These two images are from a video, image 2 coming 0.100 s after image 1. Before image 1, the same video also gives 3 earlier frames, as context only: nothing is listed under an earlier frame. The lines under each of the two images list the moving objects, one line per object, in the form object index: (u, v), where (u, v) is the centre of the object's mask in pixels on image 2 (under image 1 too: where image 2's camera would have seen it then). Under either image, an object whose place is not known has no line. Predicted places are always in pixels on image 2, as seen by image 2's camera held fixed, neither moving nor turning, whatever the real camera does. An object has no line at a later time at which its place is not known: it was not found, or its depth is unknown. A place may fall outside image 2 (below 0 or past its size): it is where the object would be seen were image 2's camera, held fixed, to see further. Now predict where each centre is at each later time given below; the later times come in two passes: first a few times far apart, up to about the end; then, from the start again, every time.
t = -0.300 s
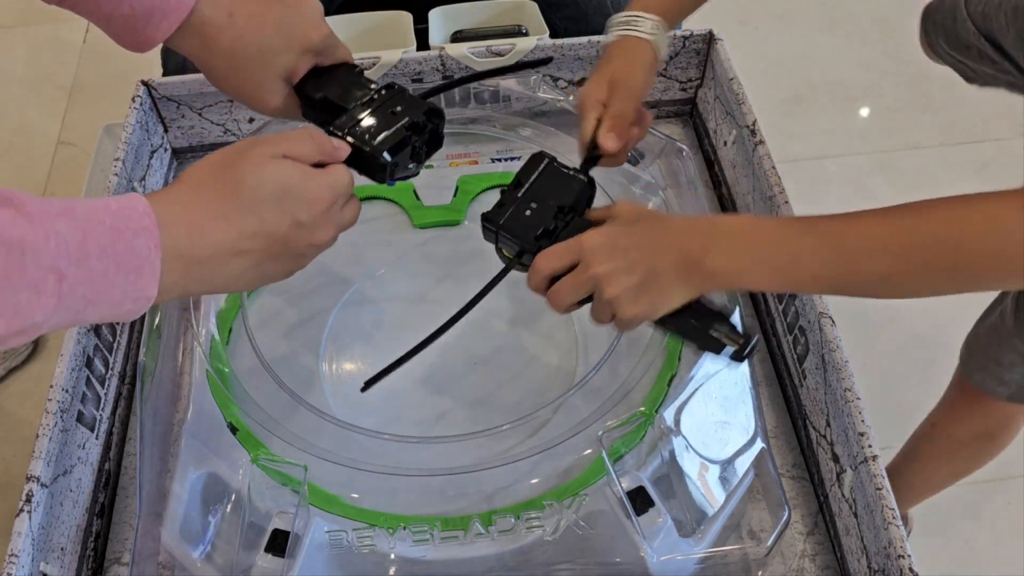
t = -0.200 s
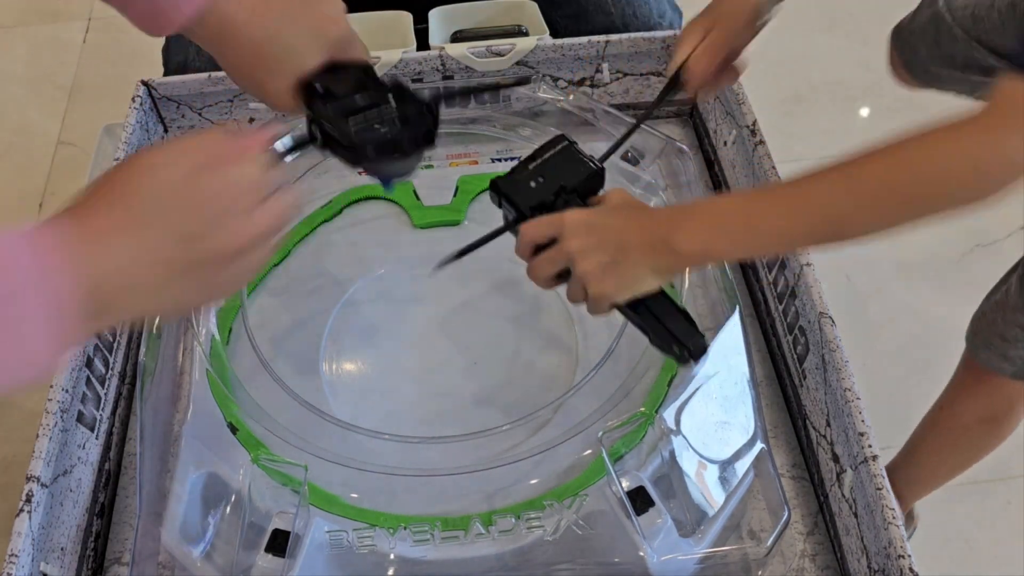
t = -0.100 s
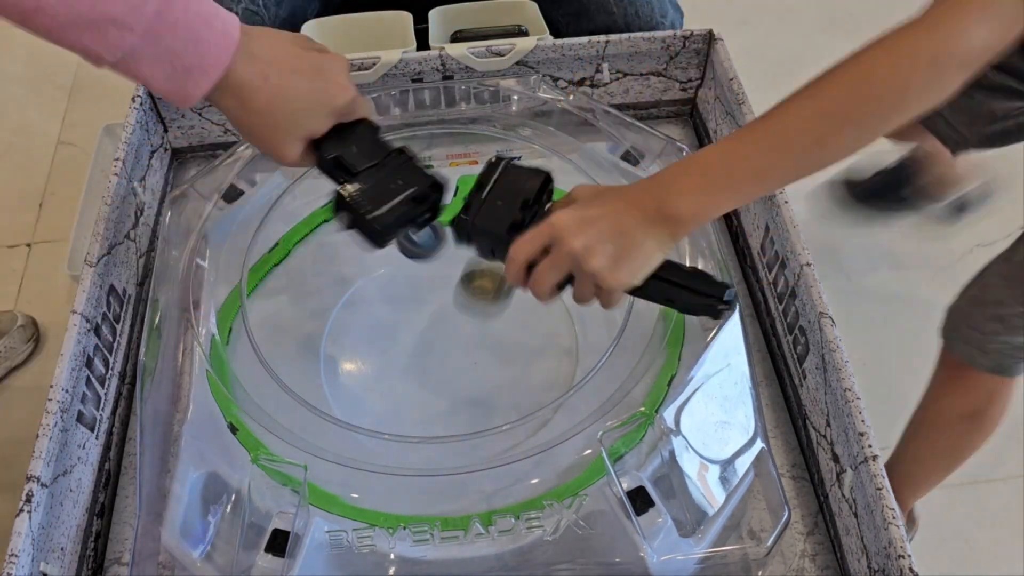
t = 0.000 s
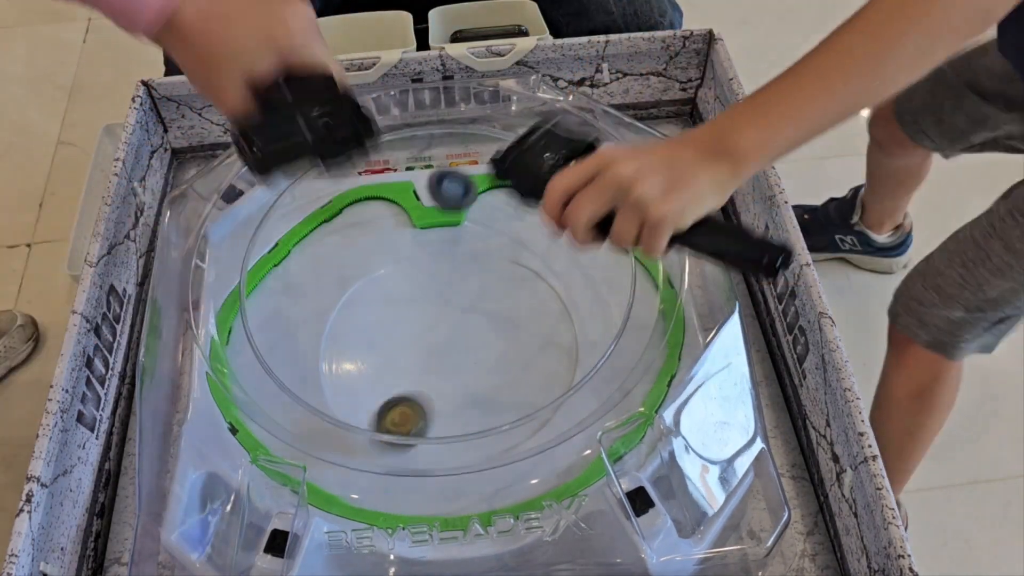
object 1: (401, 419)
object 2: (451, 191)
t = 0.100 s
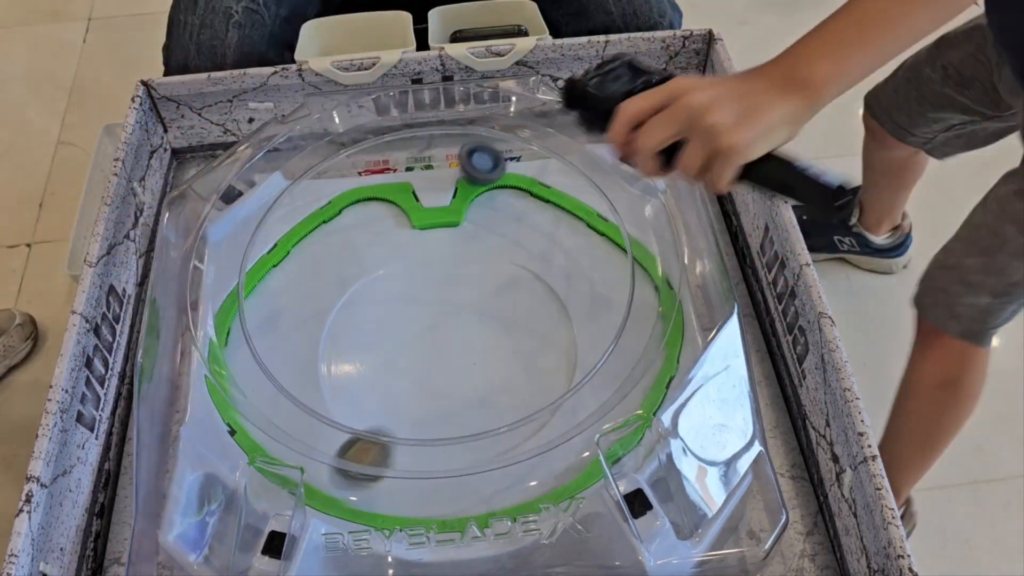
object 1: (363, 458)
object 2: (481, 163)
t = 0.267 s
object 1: (502, 386)
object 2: (527, 199)
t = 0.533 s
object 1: (491, 317)
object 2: (569, 240)
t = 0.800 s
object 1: (355, 393)
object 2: (545, 198)
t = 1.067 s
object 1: (325, 444)
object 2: (473, 212)
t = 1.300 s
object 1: (308, 435)
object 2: (464, 298)
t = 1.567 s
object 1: (274, 401)
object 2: (464, 389)
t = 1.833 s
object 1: (250, 348)
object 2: (506, 364)
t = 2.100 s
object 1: (248, 291)
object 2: (512, 261)
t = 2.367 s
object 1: (275, 257)
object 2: (473, 221)
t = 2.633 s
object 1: (308, 233)
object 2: (447, 341)
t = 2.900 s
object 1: (364, 231)
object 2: (482, 439)
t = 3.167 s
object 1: (406, 250)
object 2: (533, 338)
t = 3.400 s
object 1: (439, 300)
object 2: (471, 251)
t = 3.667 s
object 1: (526, 331)
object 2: (316, 366)
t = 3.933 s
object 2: (538, 391)
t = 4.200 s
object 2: (352, 401)
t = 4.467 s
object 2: (506, 268)
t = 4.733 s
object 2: (614, 313)
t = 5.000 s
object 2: (406, 437)
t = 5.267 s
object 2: (344, 358)
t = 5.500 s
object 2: (491, 238)
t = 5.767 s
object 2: (526, 202)
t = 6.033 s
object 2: (417, 244)
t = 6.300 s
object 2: (331, 347)
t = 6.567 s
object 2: (451, 384)
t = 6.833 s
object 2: (549, 258)
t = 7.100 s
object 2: (481, 197)
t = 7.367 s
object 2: (525, 218)
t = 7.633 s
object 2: (556, 216)
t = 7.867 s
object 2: (559, 213)
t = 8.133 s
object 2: (566, 231)
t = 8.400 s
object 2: (603, 257)
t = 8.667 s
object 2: (453, 305)
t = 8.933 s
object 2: (505, 267)
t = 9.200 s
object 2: (479, 346)
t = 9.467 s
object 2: (490, 401)
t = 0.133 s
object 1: (393, 436)
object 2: (490, 155)
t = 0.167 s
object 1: (424, 417)
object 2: (499, 165)
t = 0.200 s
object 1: (454, 410)
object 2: (509, 175)
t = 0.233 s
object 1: (482, 408)
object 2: (518, 190)
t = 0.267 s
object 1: (502, 386)
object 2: (527, 199)
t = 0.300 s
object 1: (519, 365)
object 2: (535, 210)
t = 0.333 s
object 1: (534, 351)
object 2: (541, 222)
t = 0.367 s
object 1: (542, 333)
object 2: (547, 233)
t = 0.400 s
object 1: (545, 317)
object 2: (551, 243)
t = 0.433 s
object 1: (543, 304)
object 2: (553, 253)
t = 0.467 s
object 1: (530, 305)
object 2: (559, 250)
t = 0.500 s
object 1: (511, 312)
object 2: (564, 247)
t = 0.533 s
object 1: (491, 317)
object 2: (569, 240)
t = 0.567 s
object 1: (470, 323)
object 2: (572, 235)
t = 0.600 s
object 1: (448, 329)
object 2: (574, 229)
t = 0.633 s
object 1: (428, 337)
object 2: (576, 222)
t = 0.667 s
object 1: (409, 346)
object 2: (576, 215)
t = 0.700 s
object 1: (392, 356)
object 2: (575, 207)
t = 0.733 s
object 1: (378, 368)
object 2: (571, 201)
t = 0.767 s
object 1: (365, 381)
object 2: (558, 200)
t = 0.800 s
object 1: (355, 393)
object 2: (545, 198)
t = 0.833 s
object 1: (348, 403)
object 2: (531, 195)
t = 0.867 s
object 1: (350, 406)
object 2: (518, 192)
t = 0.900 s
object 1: (349, 416)
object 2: (505, 188)
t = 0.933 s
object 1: (347, 424)
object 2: (492, 185)
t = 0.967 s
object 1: (343, 431)
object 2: (484, 186)
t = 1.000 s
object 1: (340, 434)
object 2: (478, 193)
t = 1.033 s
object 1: (332, 440)
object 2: (474, 202)
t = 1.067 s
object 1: (325, 444)
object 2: (473, 212)
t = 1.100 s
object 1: (317, 447)
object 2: (473, 222)
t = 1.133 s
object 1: (310, 449)
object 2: (473, 233)
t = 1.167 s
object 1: (304, 448)
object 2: (472, 244)
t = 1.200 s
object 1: (303, 446)
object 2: (471, 256)
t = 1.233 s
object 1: (306, 441)
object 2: (469, 269)
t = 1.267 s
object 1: (308, 438)
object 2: (467, 283)
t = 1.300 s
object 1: (308, 435)
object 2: (464, 298)
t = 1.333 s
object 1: (306, 431)
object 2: (462, 312)
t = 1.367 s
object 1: (302, 428)
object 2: (460, 327)
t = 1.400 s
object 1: (297, 424)
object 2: (458, 340)
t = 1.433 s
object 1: (293, 421)
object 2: (457, 353)
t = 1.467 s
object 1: (288, 416)
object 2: (457, 365)
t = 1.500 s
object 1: (283, 411)
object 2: (458, 375)
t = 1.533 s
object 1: (279, 406)
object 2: (460, 383)
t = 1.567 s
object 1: (274, 401)
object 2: (464, 389)
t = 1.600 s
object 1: (270, 395)
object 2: (468, 394)
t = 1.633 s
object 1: (266, 389)
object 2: (472, 396)
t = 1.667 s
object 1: (262, 383)
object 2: (478, 396)
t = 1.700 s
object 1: (260, 376)
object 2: (483, 393)
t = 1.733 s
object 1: (256, 369)
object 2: (489, 389)
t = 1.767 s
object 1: (254, 362)
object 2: (495, 382)
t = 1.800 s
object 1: (252, 355)
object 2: (501, 374)
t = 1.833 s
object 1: (250, 348)
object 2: (506, 364)
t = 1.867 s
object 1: (244, 337)
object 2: (511, 352)
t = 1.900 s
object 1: (243, 330)
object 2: (515, 340)
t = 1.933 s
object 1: (242, 323)
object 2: (517, 327)
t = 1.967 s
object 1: (240, 316)
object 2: (518, 314)
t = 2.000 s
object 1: (239, 307)
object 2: (519, 300)
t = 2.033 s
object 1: (246, 297)
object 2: (518, 287)
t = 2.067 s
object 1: (247, 295)
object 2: (516, 274)
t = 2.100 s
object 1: (248, 291)
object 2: (512, 261)
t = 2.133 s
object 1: (248, 285)
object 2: (506, 248)
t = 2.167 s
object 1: (254, 282)
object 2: (498, 238)
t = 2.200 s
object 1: (259, 278)
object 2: (490, 229)
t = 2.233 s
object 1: (265, 274)
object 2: (484, 221)
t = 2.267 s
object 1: (263, 269)
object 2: (479, 215)
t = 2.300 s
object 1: (268, 265)
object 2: (476, 213)
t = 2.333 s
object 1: (272, 261)
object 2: (474, 215)
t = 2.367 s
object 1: (275, 257)
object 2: (473, 221)
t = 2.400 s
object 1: (278, 253)
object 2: (472, 230)
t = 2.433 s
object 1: (281, 249)
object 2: (470, 241)
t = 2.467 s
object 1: (285, 246)
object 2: (467, 253)
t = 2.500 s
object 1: (289, 242)
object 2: (462, 268)
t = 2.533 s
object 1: (293, 240)
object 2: (457, 285)
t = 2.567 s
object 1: (297, 237)
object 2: (452, 303)
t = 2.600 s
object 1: (302, 235)
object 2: (449, 322)
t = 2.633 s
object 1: (308, 233)
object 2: (447, 341)
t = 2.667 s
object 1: (313, 232)
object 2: (447, 359)
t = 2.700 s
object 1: (320, 230)
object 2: (448, 377)
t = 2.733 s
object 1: (326, 229)
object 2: (451, 393)
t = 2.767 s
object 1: (333, 229)
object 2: (455, 408)
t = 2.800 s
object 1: (340, 228)
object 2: (459, 416)
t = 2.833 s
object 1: (348, 229)
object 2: (466, 428)
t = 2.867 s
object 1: (356, 230)
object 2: (473, 435)
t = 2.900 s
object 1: (364, 231)
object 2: (482, 439)
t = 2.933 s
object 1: (373, 233)
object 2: (489, 437)
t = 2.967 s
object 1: (380, 235)
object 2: (497, 429)
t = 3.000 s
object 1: (385, 236)
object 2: (503, 417)
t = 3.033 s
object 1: (390, 238)
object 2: (509, 402)
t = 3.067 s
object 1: (394, 240)
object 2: (517, 390)
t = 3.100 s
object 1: (399, 243)
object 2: (523, 375)
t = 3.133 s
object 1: (403, 246)
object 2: (528, 357)
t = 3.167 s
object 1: (406, 250)
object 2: (533, 338)
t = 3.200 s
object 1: (410, 255)
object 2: (537, 319)
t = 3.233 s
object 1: (412, 261)
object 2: (538, 300)
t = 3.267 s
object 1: (415, 268)
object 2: (535, 281)
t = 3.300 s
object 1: (419, 275)
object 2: (528, 264)
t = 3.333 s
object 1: (425, 283)
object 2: (513, 253)
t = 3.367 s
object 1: (431, 292)
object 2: (494, 250)
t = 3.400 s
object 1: (439, 300)
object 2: (471, 251)
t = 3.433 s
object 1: (449, 308)
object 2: (447, 255)
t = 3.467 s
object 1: (459, 315)
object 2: (422, 262)
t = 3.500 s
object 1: (471, 321)
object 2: (398, 273)
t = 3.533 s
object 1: (482, 326)
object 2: (375, 287)
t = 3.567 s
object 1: (494, 329)
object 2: (353, 304)
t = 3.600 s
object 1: (505, 330)
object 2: (334, 324)
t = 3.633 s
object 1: (516, 331)
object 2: (320, 345)
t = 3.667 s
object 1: (526, 331)
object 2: (316, 366)
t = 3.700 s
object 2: (328, 388)
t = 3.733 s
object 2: (347, 406)
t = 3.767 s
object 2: (369, 428)
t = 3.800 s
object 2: (404, 437)
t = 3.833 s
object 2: (441, 445)
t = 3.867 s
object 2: (478, 435)
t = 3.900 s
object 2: (514, 417)
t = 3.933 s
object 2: (538, 391)
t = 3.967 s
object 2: (546, 379)
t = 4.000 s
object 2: (521, 429)
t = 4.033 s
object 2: (492, 489)
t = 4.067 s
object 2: (458, 466)
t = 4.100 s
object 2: (427, 443)
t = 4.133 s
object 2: (397, 427)
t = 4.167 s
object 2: (372, 421)
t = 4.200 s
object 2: (352, 401)
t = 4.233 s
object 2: (331, 379)
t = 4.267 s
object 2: (315, 361)
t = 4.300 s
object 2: (305, 338)
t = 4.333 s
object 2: (311, 319)
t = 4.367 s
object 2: (361, 310)
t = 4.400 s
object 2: (411, 296)
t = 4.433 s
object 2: (460, 280)
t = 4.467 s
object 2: (506, 268)
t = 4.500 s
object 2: (547, 253)
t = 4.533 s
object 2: (586, 244)
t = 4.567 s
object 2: (623, 236)
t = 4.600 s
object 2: (630, 240)
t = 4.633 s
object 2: (629, 255)
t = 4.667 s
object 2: (627, 279)
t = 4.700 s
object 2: (622, 295)
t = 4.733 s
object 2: (614, 313)
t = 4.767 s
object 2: (598, 331)
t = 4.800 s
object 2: (584, 351)
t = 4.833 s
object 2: (565, 370)
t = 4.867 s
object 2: (541, 389)
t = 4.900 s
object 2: (512, 405)
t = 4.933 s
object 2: (479, 424)
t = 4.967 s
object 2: (443, 437)
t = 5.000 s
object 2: (406, 437)
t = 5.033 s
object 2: (371, 437)
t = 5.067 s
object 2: (339, 433)
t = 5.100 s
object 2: (305, 436)
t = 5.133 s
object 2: (273, 432)
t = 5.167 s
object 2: (288, 407)
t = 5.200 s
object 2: (304, 388)
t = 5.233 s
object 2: (323, 376)
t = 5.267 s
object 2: (344, 358)
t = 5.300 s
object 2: (366, 337)
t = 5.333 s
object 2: (388, 319)
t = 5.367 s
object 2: (411, 300)
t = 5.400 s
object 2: (433, 283)
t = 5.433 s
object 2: (454, 266)
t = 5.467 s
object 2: (474, 250)
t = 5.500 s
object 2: (491, 238)
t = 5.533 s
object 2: (505, 228)
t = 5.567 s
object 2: (517, 220)
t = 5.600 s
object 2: (526, 213)
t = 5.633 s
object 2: (532, 208)
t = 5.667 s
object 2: (537, 202)
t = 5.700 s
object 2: (538, 199)
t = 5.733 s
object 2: (534, 200)
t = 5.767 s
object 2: (526, 202)
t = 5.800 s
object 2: (516, 204)
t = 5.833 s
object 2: (505, 207)
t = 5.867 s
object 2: (491, 210)
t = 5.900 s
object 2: (476, 214)
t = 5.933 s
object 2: (461, 217)
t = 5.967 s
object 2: (447, 225)
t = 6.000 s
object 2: (432, 234)
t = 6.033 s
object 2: (417, 244)
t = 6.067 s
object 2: (401, 255)
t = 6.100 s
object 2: (386, 267)
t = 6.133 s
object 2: (373, 280)
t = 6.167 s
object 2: (360, 295)
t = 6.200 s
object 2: (349, 308)
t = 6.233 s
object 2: (340, 322)
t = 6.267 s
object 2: (333, 335)
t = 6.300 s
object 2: (331, 347)
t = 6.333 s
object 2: (331, 360)
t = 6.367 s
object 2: (338, 373)
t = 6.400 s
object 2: (351, 383)
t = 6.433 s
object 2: (368, 391)
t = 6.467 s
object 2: (387, 395)
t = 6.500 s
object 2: (408, 395)
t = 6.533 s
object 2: (429, 391)
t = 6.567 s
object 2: (451, 384)
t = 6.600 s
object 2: (472, 374)
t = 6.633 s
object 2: (491, 360)
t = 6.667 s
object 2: (509, 345)
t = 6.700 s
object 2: (524, 328)
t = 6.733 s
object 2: (536, 310)
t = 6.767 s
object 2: (544, 292)
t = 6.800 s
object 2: (549, 274)
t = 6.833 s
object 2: (549, 258)
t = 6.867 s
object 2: (541, 248)
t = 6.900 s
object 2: (533, 243)
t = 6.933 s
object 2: (523, 234)
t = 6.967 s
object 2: (513, 226)
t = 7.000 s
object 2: (503, 218)
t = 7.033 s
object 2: (493, 210)
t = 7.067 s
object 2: (483, 202)
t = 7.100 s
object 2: (481, 197)
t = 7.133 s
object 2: (486, 201)
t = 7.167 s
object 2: (492, 204)
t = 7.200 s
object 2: (499, 208)
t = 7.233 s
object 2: (505, 210)
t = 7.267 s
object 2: (510, 212)
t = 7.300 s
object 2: (516, 214)
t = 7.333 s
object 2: (520, 216)
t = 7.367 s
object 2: (525, 218)
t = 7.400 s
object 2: (529, 219)
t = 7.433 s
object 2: (532, 220)
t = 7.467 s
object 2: (536, 221)
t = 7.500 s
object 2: (539, 221)
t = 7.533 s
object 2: (543, 220)
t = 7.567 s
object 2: (547, 219)
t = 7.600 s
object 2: (552, 218)
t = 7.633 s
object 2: (556, 216)
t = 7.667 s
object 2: (562, 214)
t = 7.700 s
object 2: (568, 211)
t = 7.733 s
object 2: (574, 208)
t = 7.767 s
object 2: (574, 208)
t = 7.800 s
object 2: (568, 209)
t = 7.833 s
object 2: (563, 211)
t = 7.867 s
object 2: (559, 213)
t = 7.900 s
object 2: (556, 214)
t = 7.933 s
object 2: (553, 216)
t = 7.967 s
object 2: (552, 218)
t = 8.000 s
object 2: (553, 221)
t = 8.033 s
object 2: (554, 223)
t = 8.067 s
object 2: (557, 226)
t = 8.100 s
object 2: (561, 228)
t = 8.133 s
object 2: (566, 231)
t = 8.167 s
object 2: (573, 234)
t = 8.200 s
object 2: (582, 237)
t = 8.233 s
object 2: (592, 241)
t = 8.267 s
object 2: (603, 245)
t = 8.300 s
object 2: (616, 248)
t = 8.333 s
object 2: (633, 253)
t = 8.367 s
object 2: (625, 255)
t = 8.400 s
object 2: (603, 257)
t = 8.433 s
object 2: (583, 259)
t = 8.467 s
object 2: (565, 262)
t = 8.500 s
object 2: (547, 266)
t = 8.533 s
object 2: (529, 273)
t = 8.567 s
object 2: (509, 279)
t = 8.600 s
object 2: (491, 286)
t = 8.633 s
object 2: (471, 294)
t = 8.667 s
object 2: (453, 305)
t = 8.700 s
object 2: (440, 314)
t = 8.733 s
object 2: (454, 298)
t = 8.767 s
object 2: (468, 286)
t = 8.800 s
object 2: (480, 276)
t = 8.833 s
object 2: (491, 268)
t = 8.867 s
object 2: (499, 265)
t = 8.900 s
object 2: (503, 264)
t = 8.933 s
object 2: (505, 267)
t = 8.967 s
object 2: (503, 272)
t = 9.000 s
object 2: (499, 279)
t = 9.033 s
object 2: (494, 288)
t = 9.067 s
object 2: (489, 299)
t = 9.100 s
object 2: (486, 310)
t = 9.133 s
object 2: (483, 322)
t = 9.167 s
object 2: (480, 334)
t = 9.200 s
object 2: (479, 346)
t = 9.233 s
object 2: (478, 358)
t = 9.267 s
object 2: (477, 368)
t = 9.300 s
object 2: (477, 378)
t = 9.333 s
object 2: (479, 386)
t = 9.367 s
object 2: (481, 393)
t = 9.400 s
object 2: (483, 397)
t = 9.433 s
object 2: (486, 400)
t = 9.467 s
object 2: (490, 401)
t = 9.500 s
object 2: (494, 400)
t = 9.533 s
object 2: (499, 398)
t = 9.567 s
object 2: (504, 395)
